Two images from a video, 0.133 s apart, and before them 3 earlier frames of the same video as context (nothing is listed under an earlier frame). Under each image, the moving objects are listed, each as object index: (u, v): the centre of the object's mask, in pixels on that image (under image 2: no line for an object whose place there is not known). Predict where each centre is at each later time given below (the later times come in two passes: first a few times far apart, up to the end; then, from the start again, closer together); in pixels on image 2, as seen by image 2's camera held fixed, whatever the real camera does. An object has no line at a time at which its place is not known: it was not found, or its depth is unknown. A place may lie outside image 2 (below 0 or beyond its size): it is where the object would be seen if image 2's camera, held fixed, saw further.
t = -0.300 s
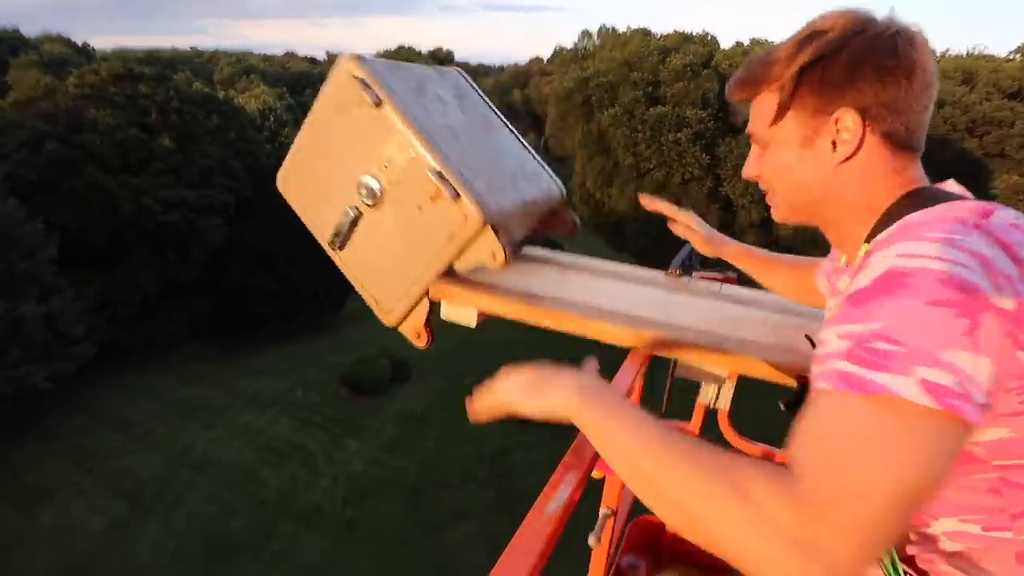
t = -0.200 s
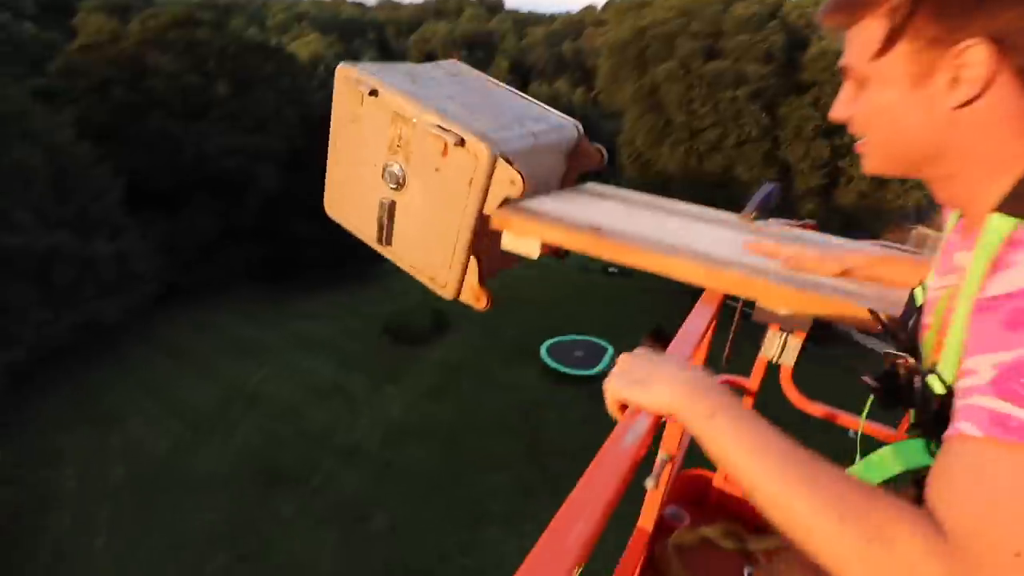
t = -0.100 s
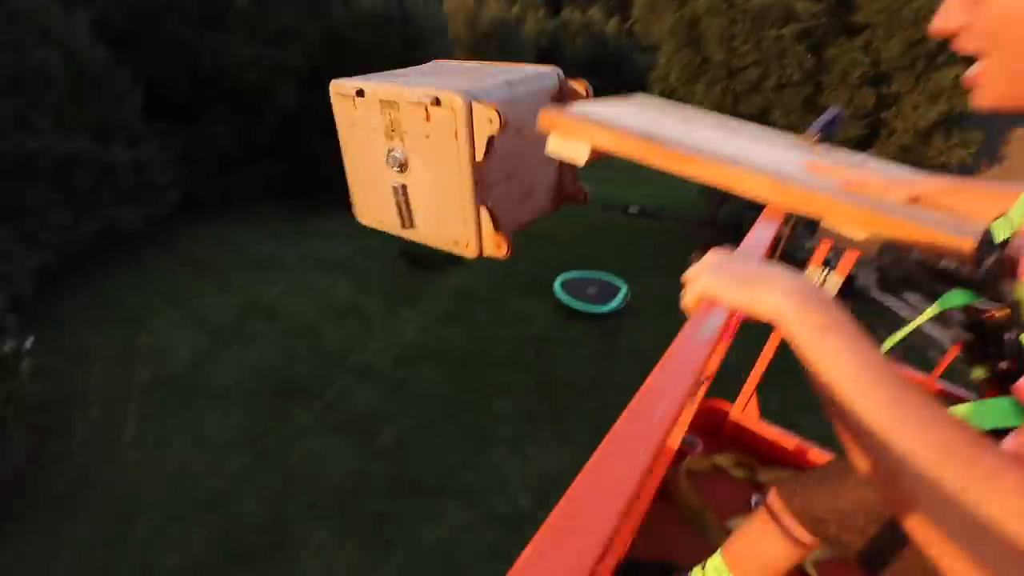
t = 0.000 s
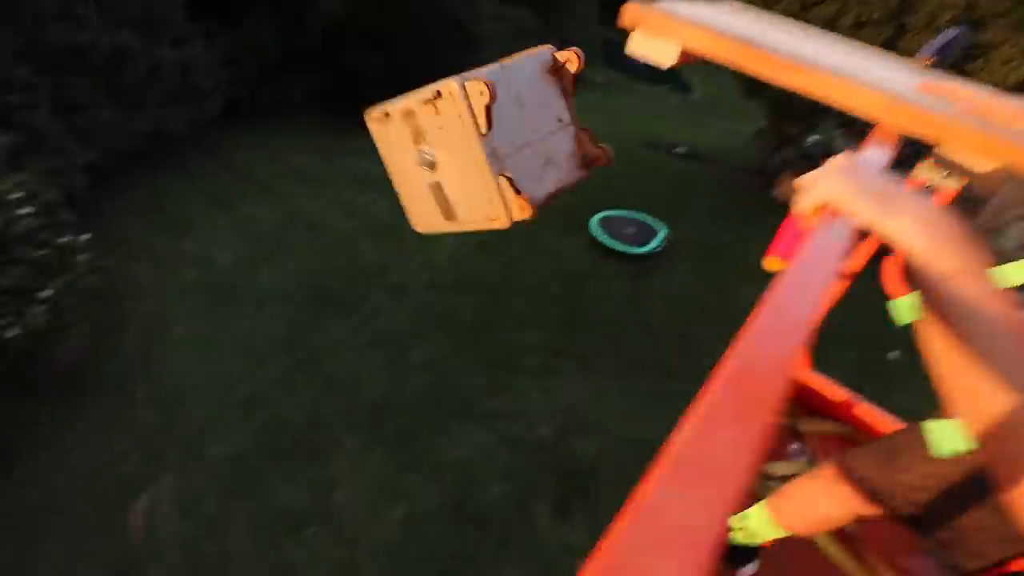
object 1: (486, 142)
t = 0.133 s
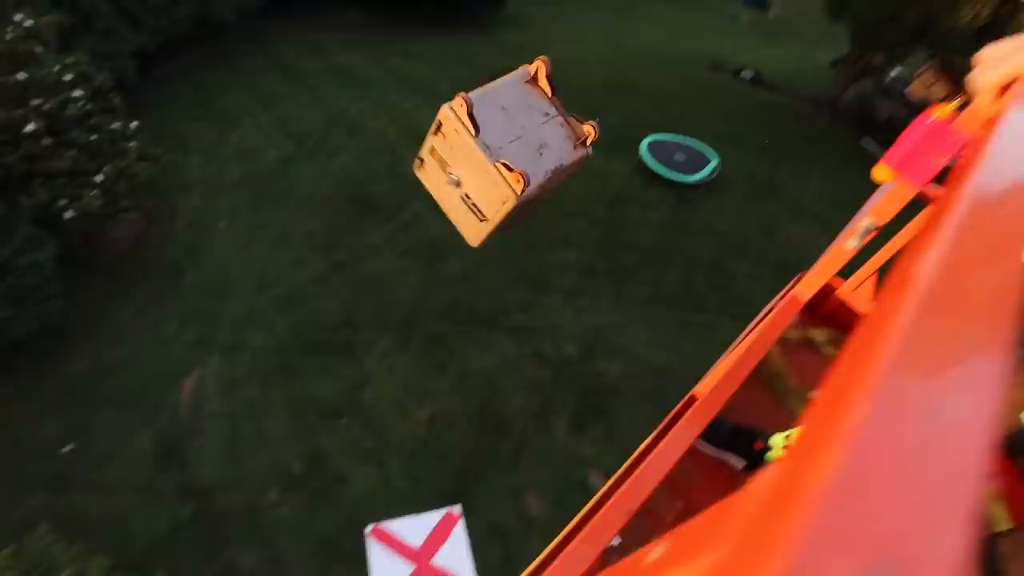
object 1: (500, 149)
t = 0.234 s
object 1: (480, 223)
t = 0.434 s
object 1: (452, 337)
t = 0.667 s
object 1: (434, 424)
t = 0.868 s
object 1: (426, 473)
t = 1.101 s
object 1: (420, 512)
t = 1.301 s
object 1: (416, 536)
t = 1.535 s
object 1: (408, 526)
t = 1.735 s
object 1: (400, 514)
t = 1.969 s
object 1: (395, 506)
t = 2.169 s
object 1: (391, 500)
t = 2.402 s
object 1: (382, 497)
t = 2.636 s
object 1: (379, 497)
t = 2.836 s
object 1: (381, 500)
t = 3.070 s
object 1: (386, 503)
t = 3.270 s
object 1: (385, 504)
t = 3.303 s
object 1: (384, 503)
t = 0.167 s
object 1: (492, 173)
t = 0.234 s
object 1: (480, 223)
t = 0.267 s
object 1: (473, 245)
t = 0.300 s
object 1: (468, 266)
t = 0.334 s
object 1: (464, 285)
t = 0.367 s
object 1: (459, 304)
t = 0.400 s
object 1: (456, 320)
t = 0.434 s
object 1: (452, 337)
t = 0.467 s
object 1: (449, 351)
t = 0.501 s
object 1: (445, 365)
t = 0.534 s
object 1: (442, 377)
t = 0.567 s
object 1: (439, 390)
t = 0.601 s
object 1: (437, 402)
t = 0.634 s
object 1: (436, 413)
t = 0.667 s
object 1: (434, 424)
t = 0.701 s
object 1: (433, 433)
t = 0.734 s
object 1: (431, 442)
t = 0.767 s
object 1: (430, 451)
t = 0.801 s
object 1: (429, 458)
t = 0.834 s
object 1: (428, 465)
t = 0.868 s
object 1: (426, 473)
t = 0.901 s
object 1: (425, 479)
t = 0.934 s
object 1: (424, 485)
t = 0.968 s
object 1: (423, 491)
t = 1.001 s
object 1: (422, 496)
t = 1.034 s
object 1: (421, 501)
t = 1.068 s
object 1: (420, 507)
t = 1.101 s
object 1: (420, 512)
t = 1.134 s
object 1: (419, 517)
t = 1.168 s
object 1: (418, 521)
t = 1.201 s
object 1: (415, 525)
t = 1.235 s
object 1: (416, 530)
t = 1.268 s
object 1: (416, 532)
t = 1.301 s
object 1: (416, 536)
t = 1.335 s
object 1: (414, 537)
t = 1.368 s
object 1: (413, 535)
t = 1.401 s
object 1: (412, 533)
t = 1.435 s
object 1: (411, 531)
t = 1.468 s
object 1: (410, 530)
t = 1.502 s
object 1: (409, 528)
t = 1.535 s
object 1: (408, 526)
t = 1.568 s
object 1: (406, 523)
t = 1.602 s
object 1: (406, 524)
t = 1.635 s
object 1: (404, 519)
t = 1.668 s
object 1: (403, 518)
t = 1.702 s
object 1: (401, 516)
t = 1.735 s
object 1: (400, 514)
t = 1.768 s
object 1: (399, 513)
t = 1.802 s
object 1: (398, 512)
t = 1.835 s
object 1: (397, 511)
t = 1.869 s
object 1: (396, 510)
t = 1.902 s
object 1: (396, 509)
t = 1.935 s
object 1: (396, 507)
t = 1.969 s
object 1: (395, 506)
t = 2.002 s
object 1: (395, 505)
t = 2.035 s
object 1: (395, 504)
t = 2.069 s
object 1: (394, 503)
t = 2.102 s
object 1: (393, 502)
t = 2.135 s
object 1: (391, 501)
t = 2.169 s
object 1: (391, 500)
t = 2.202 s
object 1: (389, 500)
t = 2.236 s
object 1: (388, 499)
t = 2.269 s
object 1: (387, 498)
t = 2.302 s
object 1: (385, 498)
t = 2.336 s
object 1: (384, 498)
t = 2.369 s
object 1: (383, 497)
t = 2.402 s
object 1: (382, 497)
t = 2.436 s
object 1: (381, 497)
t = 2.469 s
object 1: (380, 497)
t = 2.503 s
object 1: (380, 497)
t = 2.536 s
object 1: (379, 497)
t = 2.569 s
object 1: (379, 496)
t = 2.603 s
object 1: (379, 497)
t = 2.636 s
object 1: (379, 497)
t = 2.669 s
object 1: (379, 498)
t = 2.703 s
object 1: (379, 498)
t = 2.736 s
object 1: (379, 499)
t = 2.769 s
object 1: (380, 499)
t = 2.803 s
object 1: (380, 500)
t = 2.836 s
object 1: (381, 500)
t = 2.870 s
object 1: (381, 501)
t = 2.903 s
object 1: (382, 502)
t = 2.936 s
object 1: (383, 503)
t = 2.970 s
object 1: (383, 503)
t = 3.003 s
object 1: (384, 503)
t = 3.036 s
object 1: (385, 503)
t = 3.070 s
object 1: (386, 503)
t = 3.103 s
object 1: (386, 503)
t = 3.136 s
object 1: (386, 502)
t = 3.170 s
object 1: (386, 503)
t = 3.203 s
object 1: (386, 503)
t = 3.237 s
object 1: (386, 503)
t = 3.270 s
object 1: (385, 504)
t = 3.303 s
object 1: (384, 503)
